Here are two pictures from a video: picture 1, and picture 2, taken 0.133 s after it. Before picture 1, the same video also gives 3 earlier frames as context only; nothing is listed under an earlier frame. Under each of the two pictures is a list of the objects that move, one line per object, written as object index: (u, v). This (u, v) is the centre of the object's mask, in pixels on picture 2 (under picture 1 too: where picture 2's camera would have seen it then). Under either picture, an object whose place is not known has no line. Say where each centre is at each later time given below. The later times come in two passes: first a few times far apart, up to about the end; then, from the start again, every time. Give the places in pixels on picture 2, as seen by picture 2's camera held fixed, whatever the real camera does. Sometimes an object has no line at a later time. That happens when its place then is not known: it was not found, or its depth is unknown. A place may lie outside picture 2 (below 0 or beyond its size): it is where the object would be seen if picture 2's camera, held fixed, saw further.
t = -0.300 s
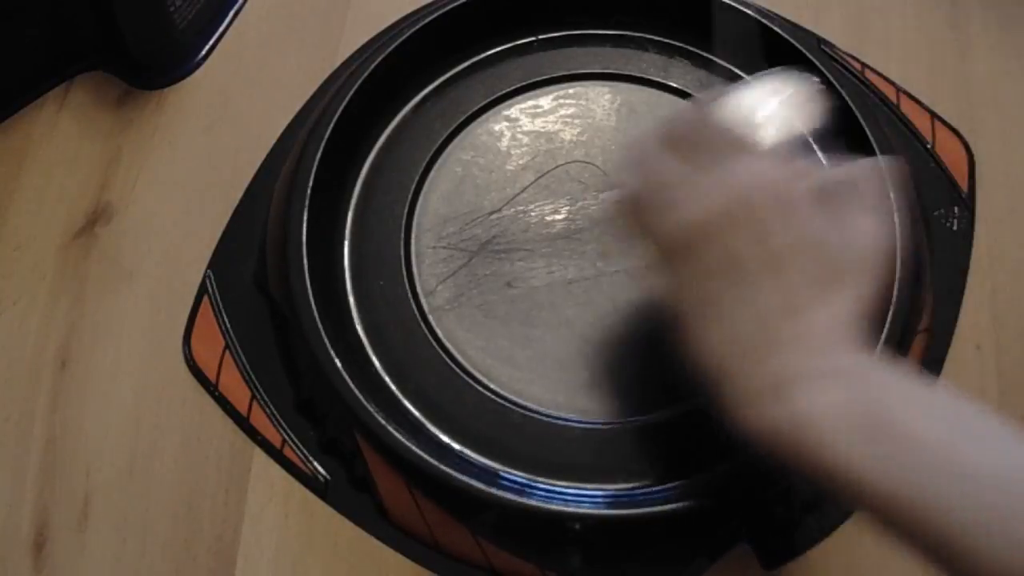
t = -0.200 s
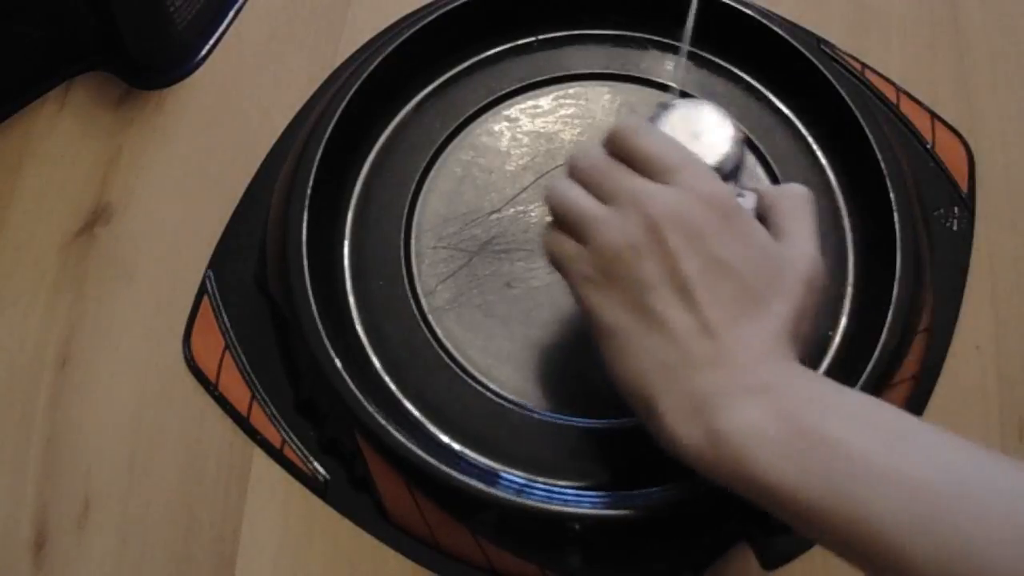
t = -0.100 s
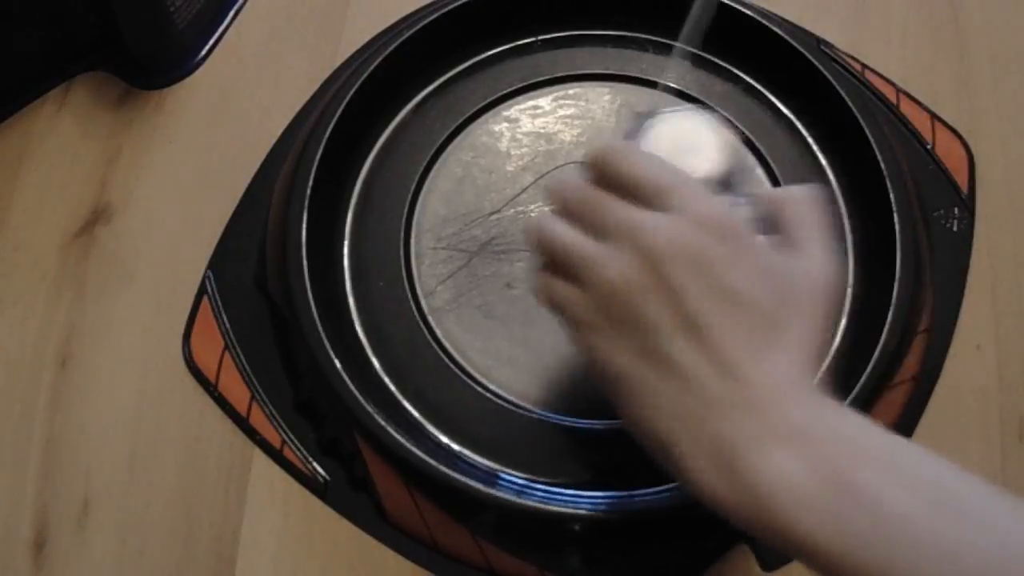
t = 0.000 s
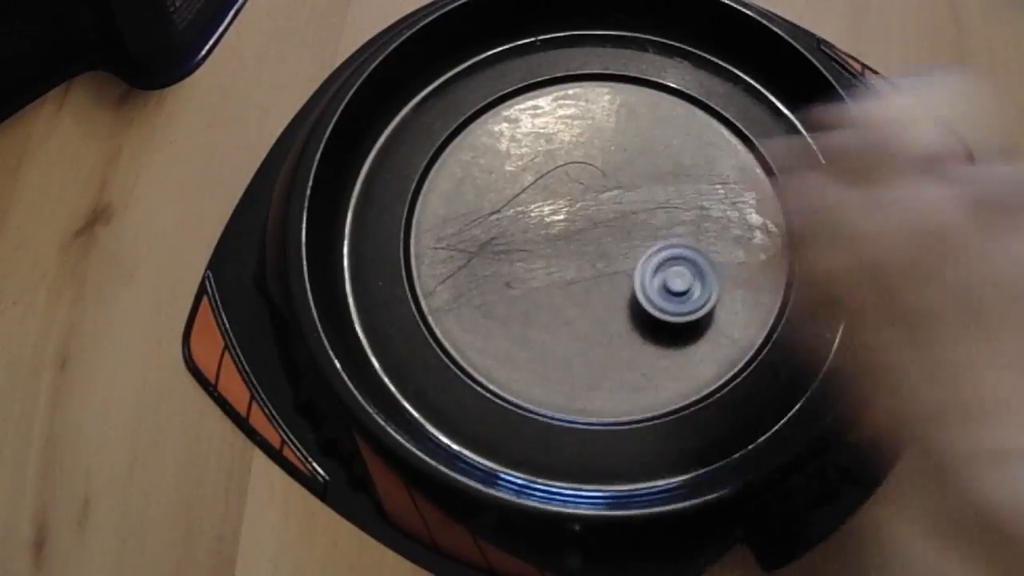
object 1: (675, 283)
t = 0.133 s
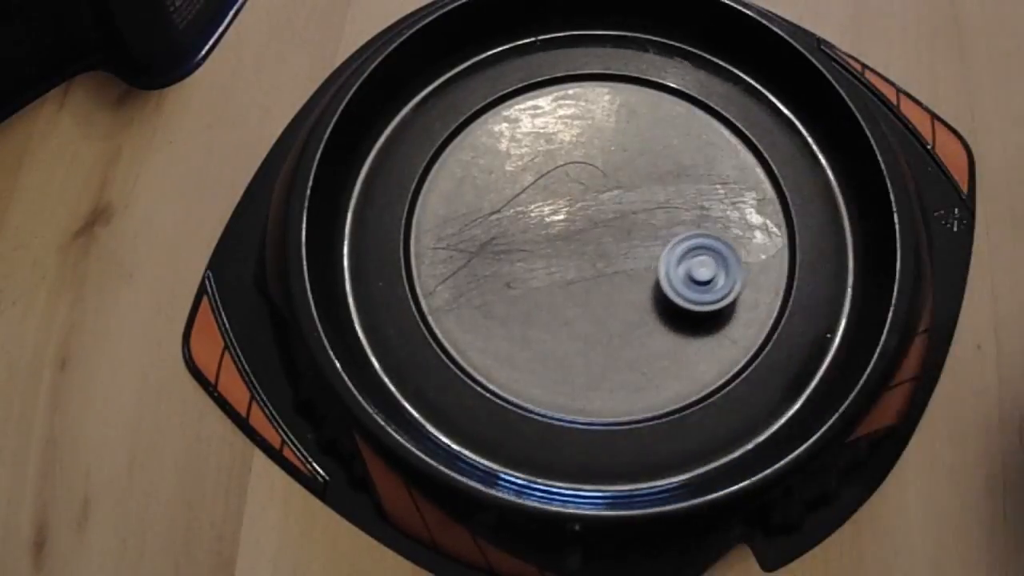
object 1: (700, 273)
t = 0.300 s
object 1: (730, 254)
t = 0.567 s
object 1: (714, 200)
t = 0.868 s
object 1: (607, 198)
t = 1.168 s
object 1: (559, 315)
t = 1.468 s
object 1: (698, 384)
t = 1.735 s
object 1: (766, 249)
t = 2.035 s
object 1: (620, 132)
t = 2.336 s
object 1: (429, 208)
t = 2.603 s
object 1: (494, 380)
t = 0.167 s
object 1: (708, 270)
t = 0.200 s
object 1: (714, 267)
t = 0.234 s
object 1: (720, 263)
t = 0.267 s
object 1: (725, 259)
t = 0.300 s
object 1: (730, 254)
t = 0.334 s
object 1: (734, 248)
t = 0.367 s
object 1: (736, 242)
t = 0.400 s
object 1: (736, 234)
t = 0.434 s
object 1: (735, 227)
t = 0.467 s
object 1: (733, 220)
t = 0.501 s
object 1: (728, 212)
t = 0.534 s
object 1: (722, 205)
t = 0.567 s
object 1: (714, 200)
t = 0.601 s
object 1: (705, 194)
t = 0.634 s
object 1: (694, 189)
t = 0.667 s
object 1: (682, 186)
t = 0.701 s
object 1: (670, 184)
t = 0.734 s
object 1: (657, 183)
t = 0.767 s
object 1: (644, 184)
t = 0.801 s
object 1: (632, 187)
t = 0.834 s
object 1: (618, 192)
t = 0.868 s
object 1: (607, 198)
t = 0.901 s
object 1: (595, 207)
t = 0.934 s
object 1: (585, 217)
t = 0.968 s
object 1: (575, 228)
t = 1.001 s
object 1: (568, 241)
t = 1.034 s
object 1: (563, 255)
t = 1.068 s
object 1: (558, 268)
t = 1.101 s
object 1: (557, 284)
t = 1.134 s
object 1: (557, 299)
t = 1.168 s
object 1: (559, 315)
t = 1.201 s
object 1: (565, 331)
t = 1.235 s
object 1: (573, 346)
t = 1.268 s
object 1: (585, 362)
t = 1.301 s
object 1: (597, 376)
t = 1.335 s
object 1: (616, 388)
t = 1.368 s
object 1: (636, 397)
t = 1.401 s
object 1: (658, 402)
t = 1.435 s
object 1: (679, 398)
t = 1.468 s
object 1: (698, 384)
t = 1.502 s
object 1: (714, 369)
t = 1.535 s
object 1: (729, 355)
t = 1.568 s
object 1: (743, 340)
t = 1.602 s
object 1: (754, 325)
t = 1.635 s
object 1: (762, 307)
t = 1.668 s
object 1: (766, 288)
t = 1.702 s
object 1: (769, 270)
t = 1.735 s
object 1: (766, 249)
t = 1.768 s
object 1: (760, 230)
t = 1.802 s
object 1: (751, 211)
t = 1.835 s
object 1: (738, 192)
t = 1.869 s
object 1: (722, 177)
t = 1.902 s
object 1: (704, 164)
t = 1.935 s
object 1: (685, 152)
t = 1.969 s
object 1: (665, 143)
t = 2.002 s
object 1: (644, 136)
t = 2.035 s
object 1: (620, 132)
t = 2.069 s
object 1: (599, 129)
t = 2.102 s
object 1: (575, 129)
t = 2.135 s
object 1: (550, 133)
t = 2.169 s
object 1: (525, 139)
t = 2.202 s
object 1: (502, 149)
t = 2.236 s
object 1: (481, 160)
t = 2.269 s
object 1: (462, 173)
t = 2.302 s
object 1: (445, 189)
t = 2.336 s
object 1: (429, 208)
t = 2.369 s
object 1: (417, 230)
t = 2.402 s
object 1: (409, 253)
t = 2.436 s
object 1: (412, 276)
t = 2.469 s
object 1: (425, 299)
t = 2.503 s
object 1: (441, 323)
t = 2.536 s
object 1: (454, 343)
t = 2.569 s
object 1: (469, 362)
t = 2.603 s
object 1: (494, 380)
